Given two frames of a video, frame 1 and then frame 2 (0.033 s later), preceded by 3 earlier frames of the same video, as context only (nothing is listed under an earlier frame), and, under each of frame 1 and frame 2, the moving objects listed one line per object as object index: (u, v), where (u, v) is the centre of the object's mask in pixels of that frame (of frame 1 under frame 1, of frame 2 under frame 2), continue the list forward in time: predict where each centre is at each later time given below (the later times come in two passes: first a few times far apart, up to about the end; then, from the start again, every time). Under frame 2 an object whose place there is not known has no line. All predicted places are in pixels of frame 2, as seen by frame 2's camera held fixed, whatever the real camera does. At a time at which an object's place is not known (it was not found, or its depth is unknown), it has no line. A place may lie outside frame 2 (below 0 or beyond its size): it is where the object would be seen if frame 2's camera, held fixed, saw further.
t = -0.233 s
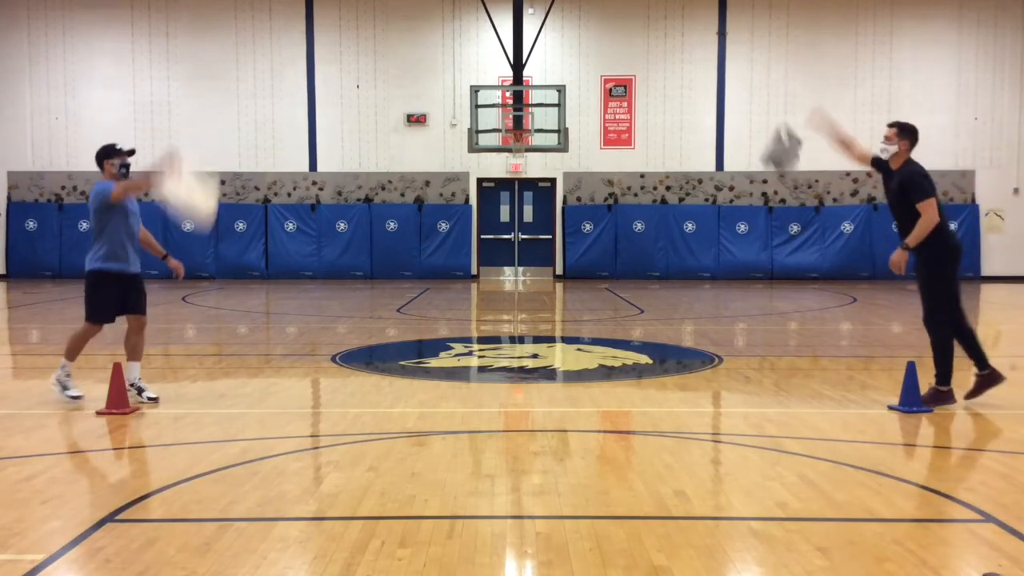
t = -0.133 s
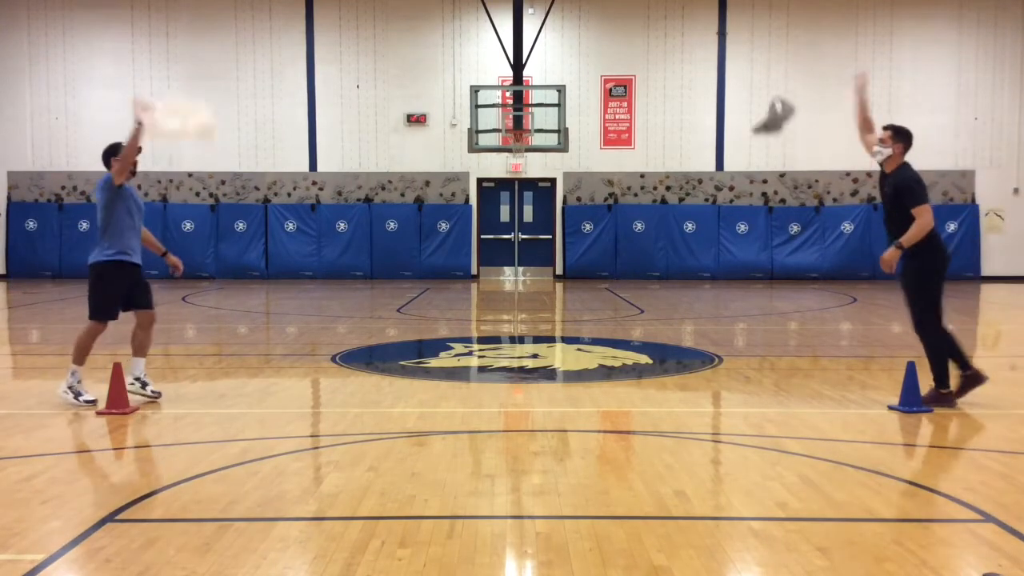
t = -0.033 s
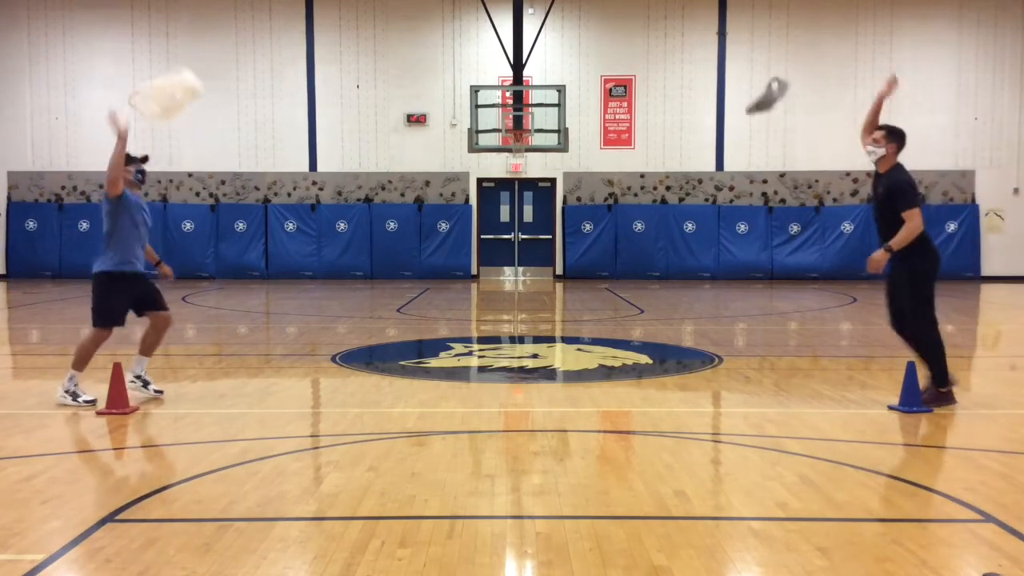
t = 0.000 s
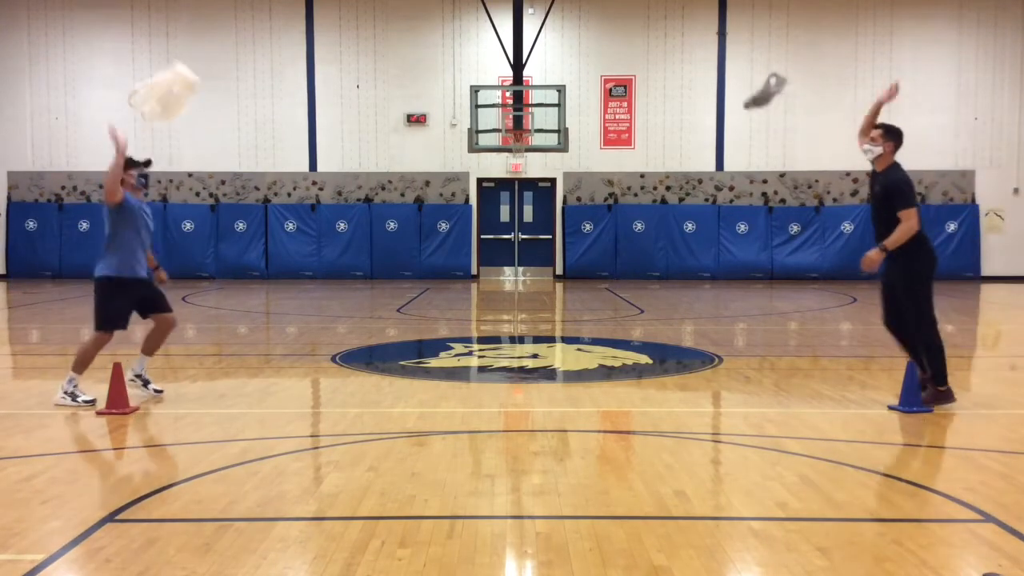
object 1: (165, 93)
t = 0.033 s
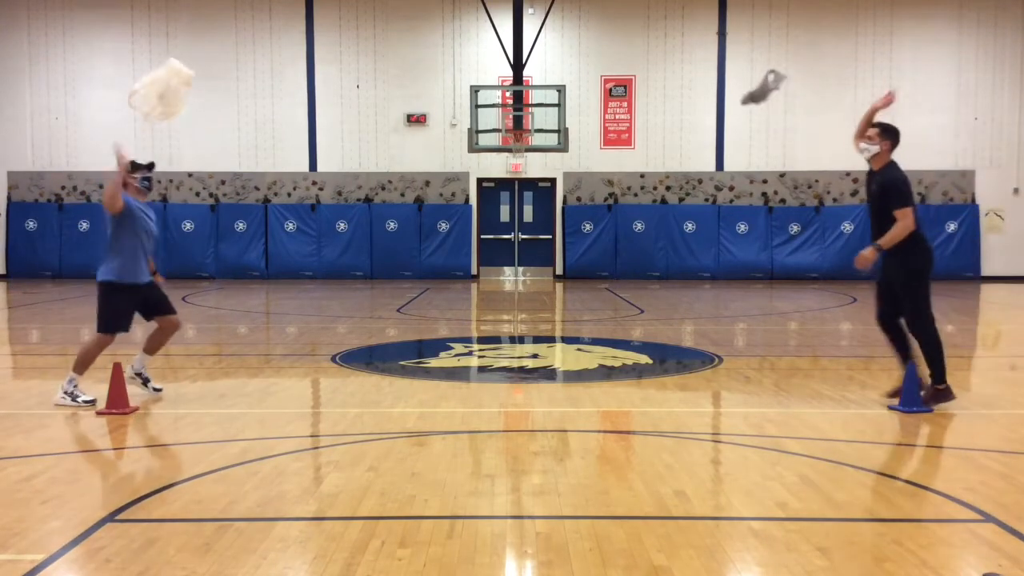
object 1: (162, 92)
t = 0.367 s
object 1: (171, 89)
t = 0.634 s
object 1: (181, 98)
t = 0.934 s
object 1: (194, 136)
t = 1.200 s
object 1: (204, 184)
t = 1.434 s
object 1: (207, 225)
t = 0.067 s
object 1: (162, 91)
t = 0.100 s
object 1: (162, 90)
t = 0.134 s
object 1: (162, 89)
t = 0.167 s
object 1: (163, 89)
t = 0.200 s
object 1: (164, 89)
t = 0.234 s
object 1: (166, 89)
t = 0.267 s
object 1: (167, 88)
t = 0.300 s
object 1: (168, 89)
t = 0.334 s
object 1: (170, 89)
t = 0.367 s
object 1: (171, 89)
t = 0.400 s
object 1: (172, 89)
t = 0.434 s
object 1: (173, 90)
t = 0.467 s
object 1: (174, 90)
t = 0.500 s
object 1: (176, 91)
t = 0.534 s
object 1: (178, 91)
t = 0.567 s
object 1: (179, 93)
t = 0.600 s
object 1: (180, 96)
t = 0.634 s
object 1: (181, 98)
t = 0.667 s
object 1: (183, 101)
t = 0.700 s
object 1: (185, 105)
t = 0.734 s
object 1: (186, 108)
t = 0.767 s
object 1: (187, 112)
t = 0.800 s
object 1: (188, 116)
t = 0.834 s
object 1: (189, 120)
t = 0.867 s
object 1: (192, 125)
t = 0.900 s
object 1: (192, 131)
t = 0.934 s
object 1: (194, 136)
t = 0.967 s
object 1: (196, 142)
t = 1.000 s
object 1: (197, 148)
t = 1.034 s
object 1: (199, 154)
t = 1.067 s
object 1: (200, 161)
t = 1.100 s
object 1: (201, 166)
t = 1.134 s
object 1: (202, 172)
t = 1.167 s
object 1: (203, 178)
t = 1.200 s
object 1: (204, 184)
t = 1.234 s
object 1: (204, 190)
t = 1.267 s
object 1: (205, 195)
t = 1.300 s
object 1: (206, 202)
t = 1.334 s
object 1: (207, 208)
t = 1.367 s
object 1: (207, 214)
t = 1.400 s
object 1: (207, 219)
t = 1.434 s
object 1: (207, 225)
